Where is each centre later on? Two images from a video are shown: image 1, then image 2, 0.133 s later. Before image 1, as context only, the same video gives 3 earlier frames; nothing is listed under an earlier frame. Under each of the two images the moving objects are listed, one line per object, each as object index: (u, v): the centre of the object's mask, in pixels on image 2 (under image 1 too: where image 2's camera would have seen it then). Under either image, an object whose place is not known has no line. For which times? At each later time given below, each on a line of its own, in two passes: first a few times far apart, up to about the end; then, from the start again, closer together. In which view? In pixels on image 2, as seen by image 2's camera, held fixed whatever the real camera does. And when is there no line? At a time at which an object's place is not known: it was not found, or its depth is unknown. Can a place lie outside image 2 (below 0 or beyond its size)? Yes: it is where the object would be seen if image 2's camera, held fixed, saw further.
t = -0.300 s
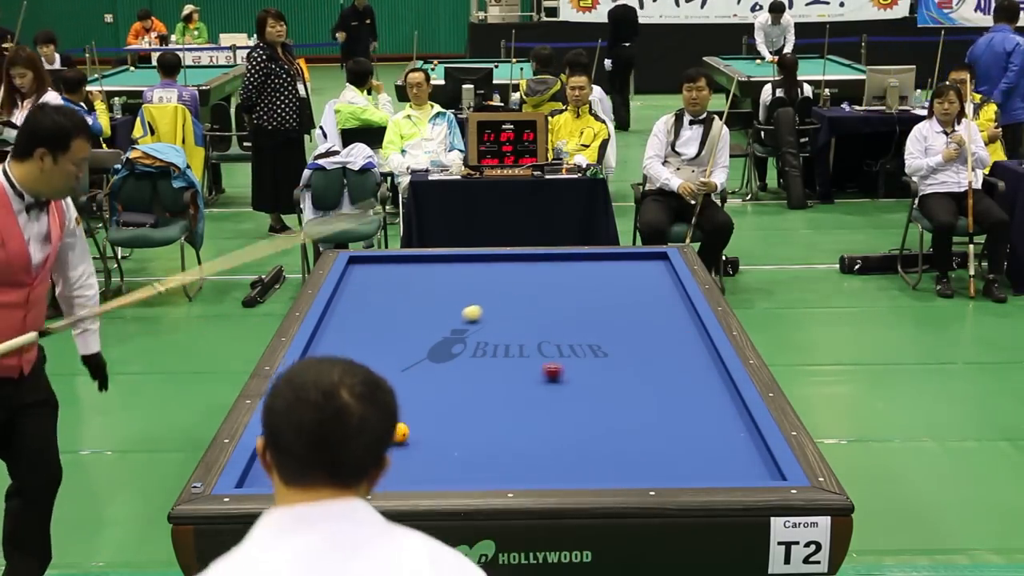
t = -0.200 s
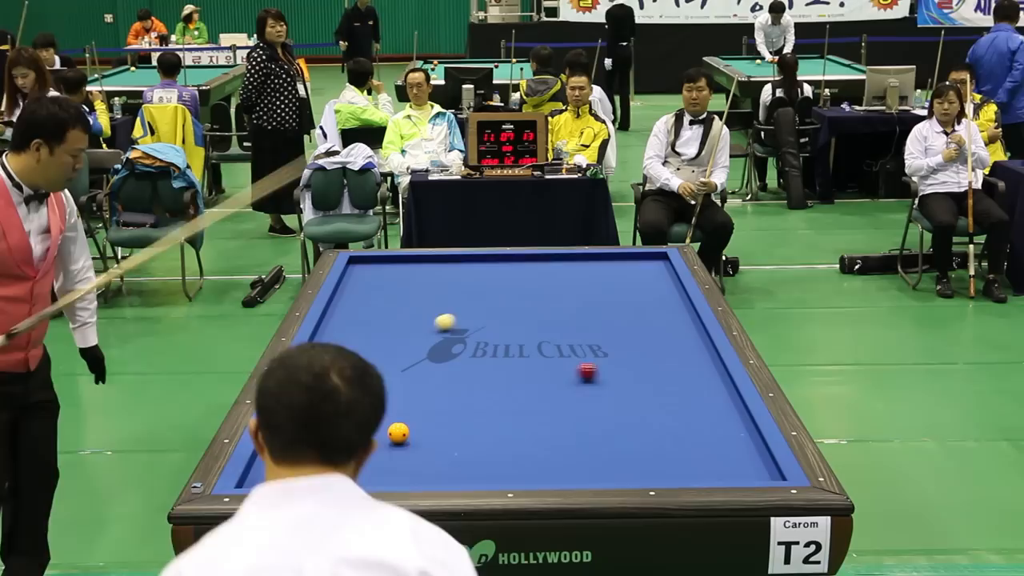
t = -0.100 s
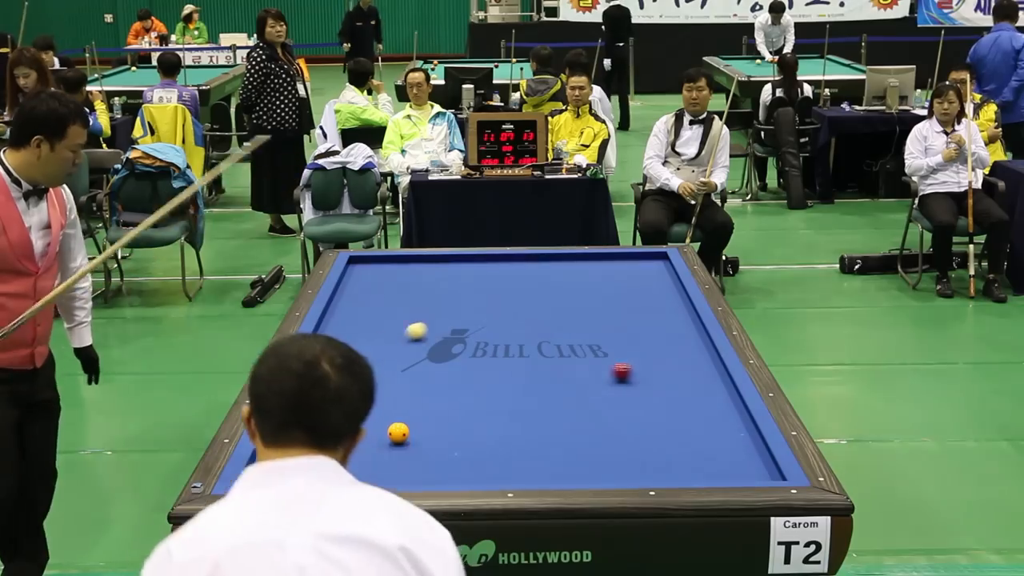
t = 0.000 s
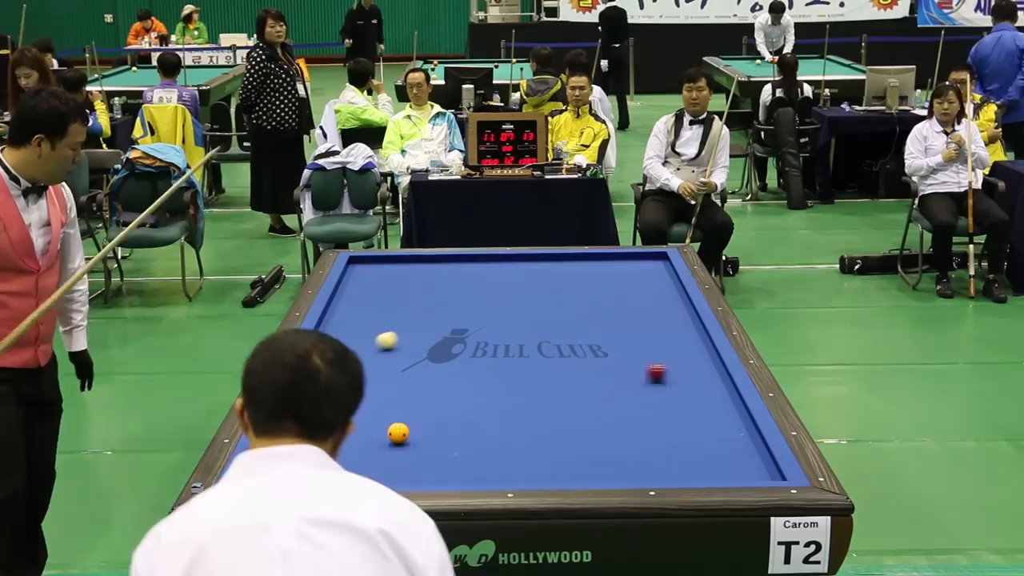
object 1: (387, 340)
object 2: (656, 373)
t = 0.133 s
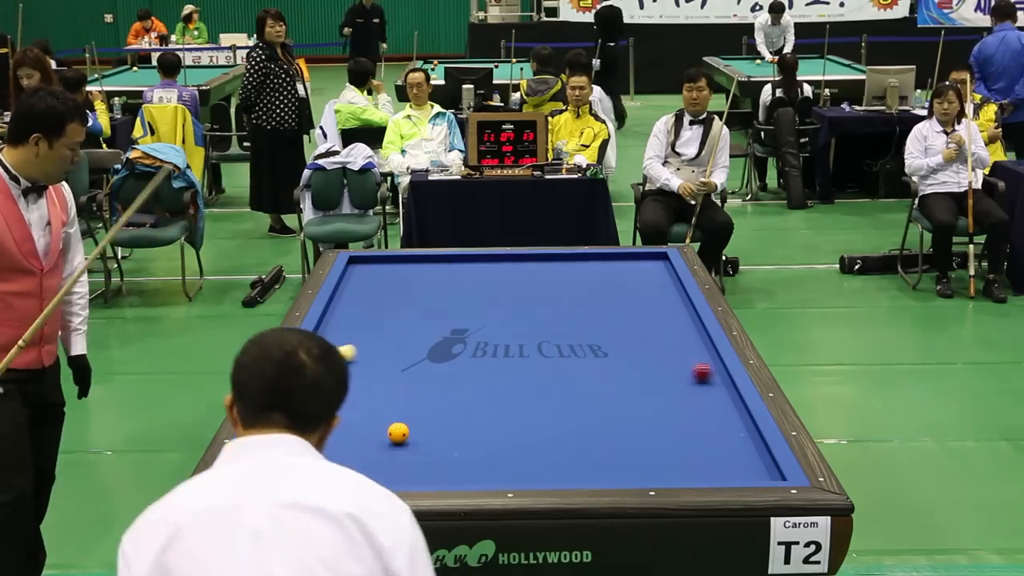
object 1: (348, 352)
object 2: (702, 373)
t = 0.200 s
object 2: (719, 373)
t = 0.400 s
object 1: (328, 382)
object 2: (669, 374)
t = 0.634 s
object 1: (361, 409)
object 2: (624, 375)
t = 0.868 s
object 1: (378, 432)
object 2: (580, 375)
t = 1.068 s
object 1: (371, 443)
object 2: (543, 376)
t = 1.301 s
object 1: (364, 456)
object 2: (499, 376)
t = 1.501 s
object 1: (358, 469)
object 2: (463, 377)
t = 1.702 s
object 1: (353, 478)
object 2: (428, 378)
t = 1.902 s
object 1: (359, 478)
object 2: (393, 379)
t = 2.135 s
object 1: (370, 473)
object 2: (354, 379)
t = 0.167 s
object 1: (340, 352)
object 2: (713, 373)
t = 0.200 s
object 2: (719, 373)
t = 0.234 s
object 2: (709, 373)
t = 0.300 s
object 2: (691, 374)
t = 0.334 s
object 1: (322, 376)
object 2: (683, 374)
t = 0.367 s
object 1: (323, 379)
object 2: (676, 374)
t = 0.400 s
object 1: (328, 382)
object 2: (669, 374)
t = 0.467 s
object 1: (337, 389)
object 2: (657, 374)
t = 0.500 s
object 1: (342, 393)
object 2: (650, 374)
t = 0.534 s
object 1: (346, 397)
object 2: (644, 374)
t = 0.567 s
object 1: (351, 401)
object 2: (637, 375)
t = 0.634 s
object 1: (361, 409)
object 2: (624, 375)
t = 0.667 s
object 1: (366, 413)
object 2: (618, 375)
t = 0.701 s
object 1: (371, 417)
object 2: (612, 375)
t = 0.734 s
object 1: (376, 422)
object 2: (605, 375)
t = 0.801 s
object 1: (382, 429)
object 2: (592, 375)
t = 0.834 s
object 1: (380, 430)
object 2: (586, 375)
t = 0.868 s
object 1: (378, 432)
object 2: (580, 375)
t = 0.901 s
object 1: (376, 433)
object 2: (573, 375)
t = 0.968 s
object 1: (374, 437)
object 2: (561, 376)
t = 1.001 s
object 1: (373, 439)
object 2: (555, 376)
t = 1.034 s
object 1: (372, 441)
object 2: (548, 376)
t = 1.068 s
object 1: (371, 443)
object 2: (543, 376)
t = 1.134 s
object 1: (369, 447)
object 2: (530, 376)
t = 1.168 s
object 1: (368, 448)
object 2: (524, 376)
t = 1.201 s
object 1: (367, 451)
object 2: (518, 376)
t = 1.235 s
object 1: (366, 453)
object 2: (512, 376)
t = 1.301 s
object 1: (364, 456)
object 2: (499, 376)
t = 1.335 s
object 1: (363, 459)
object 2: (494, 377)
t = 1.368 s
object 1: (362, 461)
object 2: (488, 377)
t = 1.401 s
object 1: (361, 463)
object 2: (481, 377)
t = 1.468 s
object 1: (360, 467)
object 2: (469, 377)
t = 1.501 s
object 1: (358, 469)
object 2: (463, 377)
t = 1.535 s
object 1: (357, 471)
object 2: (458, 377)
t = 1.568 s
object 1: (357, 473)
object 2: (451, 378)
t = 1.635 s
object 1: (355, 476)
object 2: (440, 378)
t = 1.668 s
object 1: (354, 477)
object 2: (434, 378)
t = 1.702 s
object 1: (353, 478)
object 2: (428, 378)
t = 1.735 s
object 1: (352, 480)
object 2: (423, 378)
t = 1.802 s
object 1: (353, 480)
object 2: (411, 378)
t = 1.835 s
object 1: (355, 479)
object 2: (405, 379)
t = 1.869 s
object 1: (357, 478)
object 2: (400, 379)
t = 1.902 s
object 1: (359, 478)
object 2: (393, 379)
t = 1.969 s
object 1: (362, 476)
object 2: (382, 379)
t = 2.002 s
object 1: (364, 475)
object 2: (376, 379)
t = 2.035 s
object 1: (366, 475)
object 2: (371, 379)
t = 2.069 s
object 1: (367, 474)
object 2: (365, 379)
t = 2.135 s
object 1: (370, 473)
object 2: (354, 379)
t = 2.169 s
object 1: (372, 472)
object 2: (348, 379)
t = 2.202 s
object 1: (373, 471)
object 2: (343, 379)
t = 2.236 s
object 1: (375, 470)
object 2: (337, 380)
